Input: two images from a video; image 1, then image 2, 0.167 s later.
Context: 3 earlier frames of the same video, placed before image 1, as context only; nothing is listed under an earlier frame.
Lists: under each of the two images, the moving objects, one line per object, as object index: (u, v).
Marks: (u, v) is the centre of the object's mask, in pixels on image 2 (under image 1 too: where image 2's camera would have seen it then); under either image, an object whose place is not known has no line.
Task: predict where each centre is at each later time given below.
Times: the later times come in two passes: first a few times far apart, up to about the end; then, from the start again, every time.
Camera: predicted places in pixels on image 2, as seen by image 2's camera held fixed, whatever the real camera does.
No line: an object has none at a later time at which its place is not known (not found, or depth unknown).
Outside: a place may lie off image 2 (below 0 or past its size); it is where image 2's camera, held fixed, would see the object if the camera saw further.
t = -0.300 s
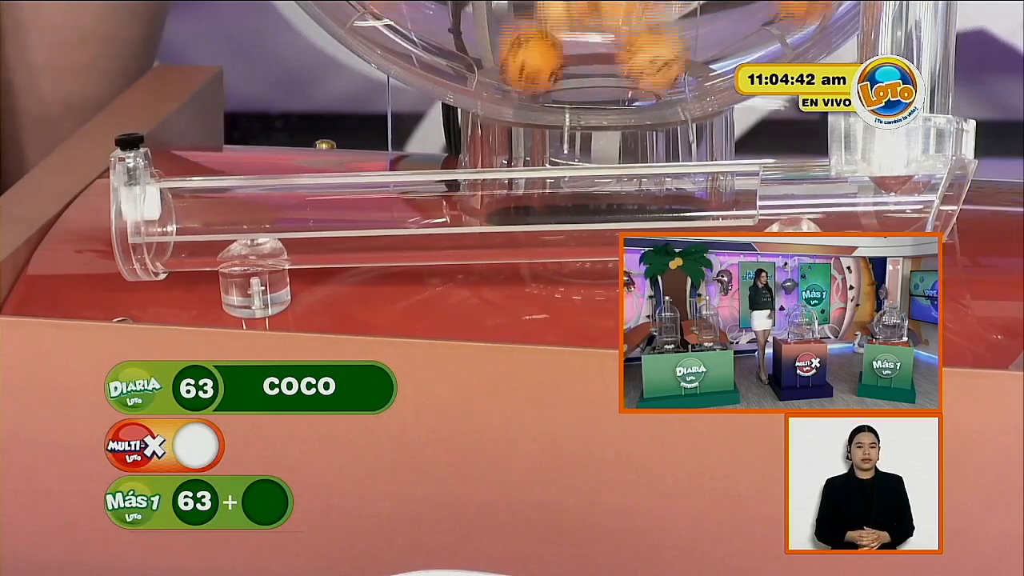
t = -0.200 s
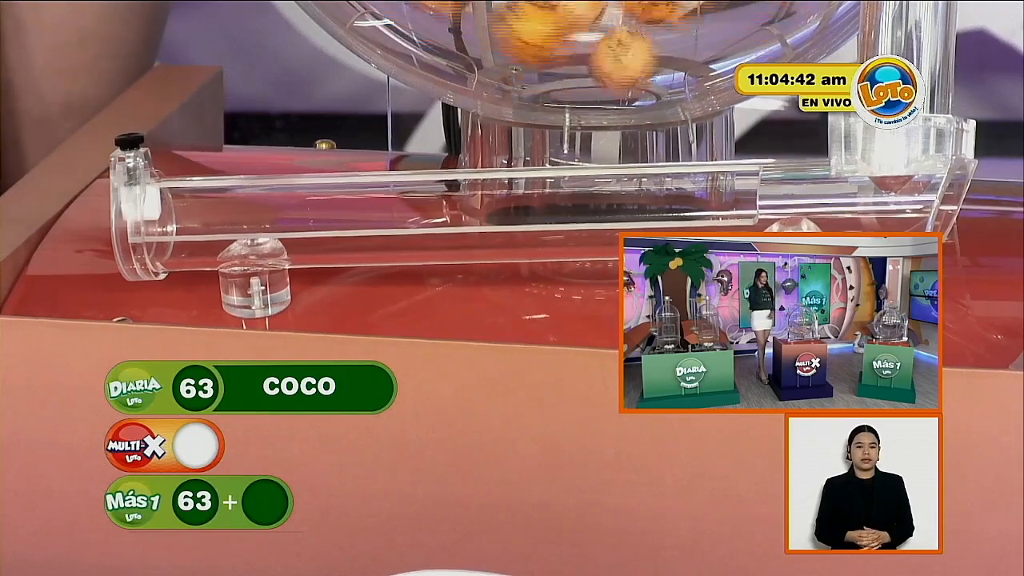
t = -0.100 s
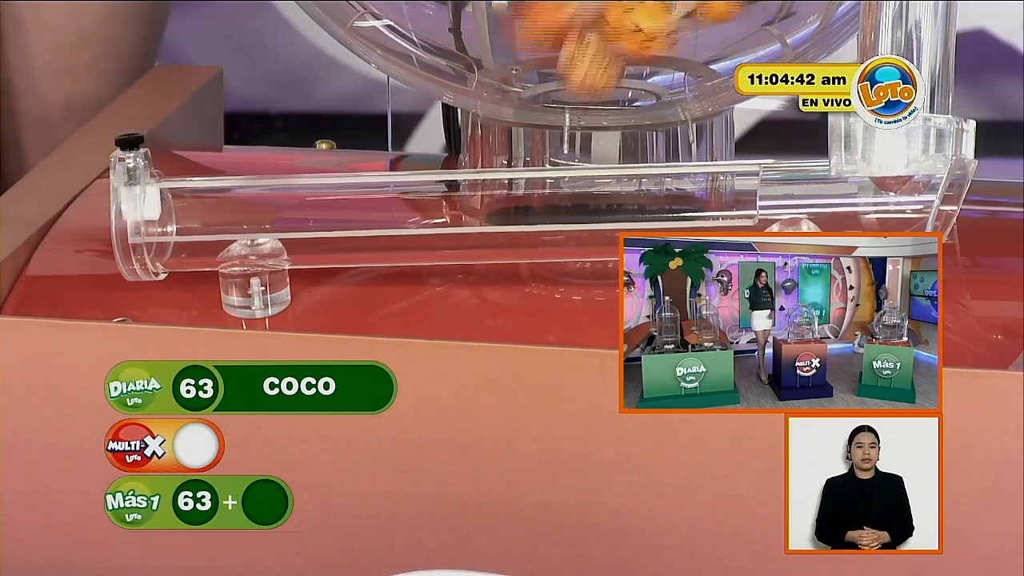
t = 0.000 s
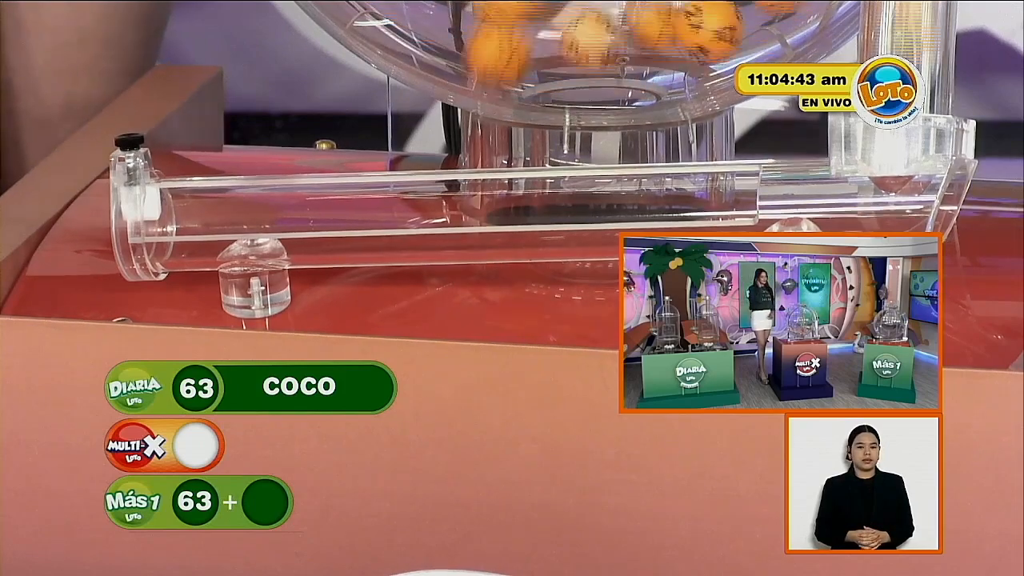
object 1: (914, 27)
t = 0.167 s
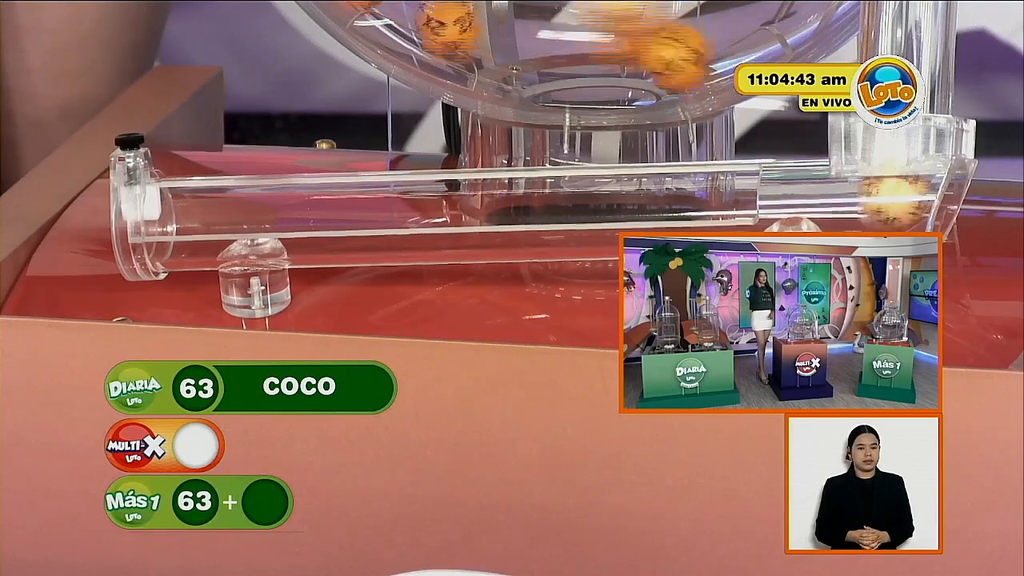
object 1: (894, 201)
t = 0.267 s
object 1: (854, 206)
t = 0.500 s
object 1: (745, 205)
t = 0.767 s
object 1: (577, 213)
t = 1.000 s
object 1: (390, 219)
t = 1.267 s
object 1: (197, 221)
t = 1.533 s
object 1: (191, 225)
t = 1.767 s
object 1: (191, 225)
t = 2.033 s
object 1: (191, 225)
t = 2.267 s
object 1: (191, 225)
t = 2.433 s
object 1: (191, 225)
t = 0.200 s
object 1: (885, 203)
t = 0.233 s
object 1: (870, 205)
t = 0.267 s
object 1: (854, 206)
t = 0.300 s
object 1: (839, 206)
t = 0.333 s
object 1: (826, 206)
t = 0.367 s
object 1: (811, 206)
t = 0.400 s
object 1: (795, 205)
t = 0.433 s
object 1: (780, 206)
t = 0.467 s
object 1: (764, 205)
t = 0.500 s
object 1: (745, 205)
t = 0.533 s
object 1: (728, 205)
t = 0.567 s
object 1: (710, 205)
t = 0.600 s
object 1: (690, 203)
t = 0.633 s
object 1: (668, 203)
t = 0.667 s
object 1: (647, 203)
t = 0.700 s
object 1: (623, 208)
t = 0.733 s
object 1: (599, 212)
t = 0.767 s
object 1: (577, 213)
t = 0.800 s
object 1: (553, 213)
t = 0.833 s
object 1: (530, 214)
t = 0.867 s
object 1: (503, 214)
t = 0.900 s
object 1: (477, 215)
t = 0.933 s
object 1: (447, 215)
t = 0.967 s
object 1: (419, 218)
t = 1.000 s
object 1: (390, 219)
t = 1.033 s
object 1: (363, 220)
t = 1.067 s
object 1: (332, 220)
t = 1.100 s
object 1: (302, 220)
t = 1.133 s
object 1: (271, 222)
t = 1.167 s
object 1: (241, 223)
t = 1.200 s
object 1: (207, 223)
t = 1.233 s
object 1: (194, 221)
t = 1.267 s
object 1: (197, 221)
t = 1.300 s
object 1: (198, 220)
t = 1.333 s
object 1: (194, 222)
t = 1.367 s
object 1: (191, 223)
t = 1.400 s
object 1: (191, 224)
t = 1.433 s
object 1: (190, 224)
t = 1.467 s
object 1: (190, 225)
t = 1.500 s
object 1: (191, 225)
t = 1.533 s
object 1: (191, 225)
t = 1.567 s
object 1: (191, 224)
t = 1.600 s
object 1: (190, 225)
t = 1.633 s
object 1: (191, 225)
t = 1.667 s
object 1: (191, 225)
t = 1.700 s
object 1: (191, 225)
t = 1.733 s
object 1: (191, 225)
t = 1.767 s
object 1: (191, 225)
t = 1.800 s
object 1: (191, 225)
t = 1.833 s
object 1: (191, 225)
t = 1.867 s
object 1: (191, 225)
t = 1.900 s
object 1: (191, 225)
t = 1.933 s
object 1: (191, 225)
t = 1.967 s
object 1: (191, 225)
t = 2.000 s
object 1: (191, 225)
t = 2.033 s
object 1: (191, 225)
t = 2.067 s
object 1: (191, 225)
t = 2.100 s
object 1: (191, 225)
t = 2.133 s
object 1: (191, 225)
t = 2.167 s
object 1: (191, 225)
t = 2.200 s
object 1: (191, 225)
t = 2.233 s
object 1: (191, 225)
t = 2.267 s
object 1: (191, 225)
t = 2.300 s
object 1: (191, 225)
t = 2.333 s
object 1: (191, 225)
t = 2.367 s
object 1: (191, 225)
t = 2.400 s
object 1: (191, 225)
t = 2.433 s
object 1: (191, 225)
